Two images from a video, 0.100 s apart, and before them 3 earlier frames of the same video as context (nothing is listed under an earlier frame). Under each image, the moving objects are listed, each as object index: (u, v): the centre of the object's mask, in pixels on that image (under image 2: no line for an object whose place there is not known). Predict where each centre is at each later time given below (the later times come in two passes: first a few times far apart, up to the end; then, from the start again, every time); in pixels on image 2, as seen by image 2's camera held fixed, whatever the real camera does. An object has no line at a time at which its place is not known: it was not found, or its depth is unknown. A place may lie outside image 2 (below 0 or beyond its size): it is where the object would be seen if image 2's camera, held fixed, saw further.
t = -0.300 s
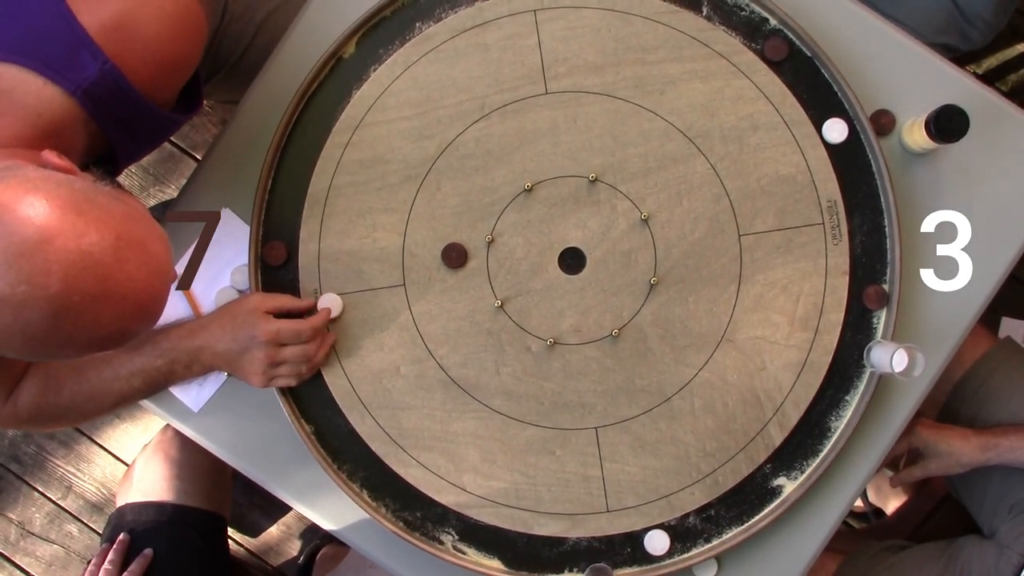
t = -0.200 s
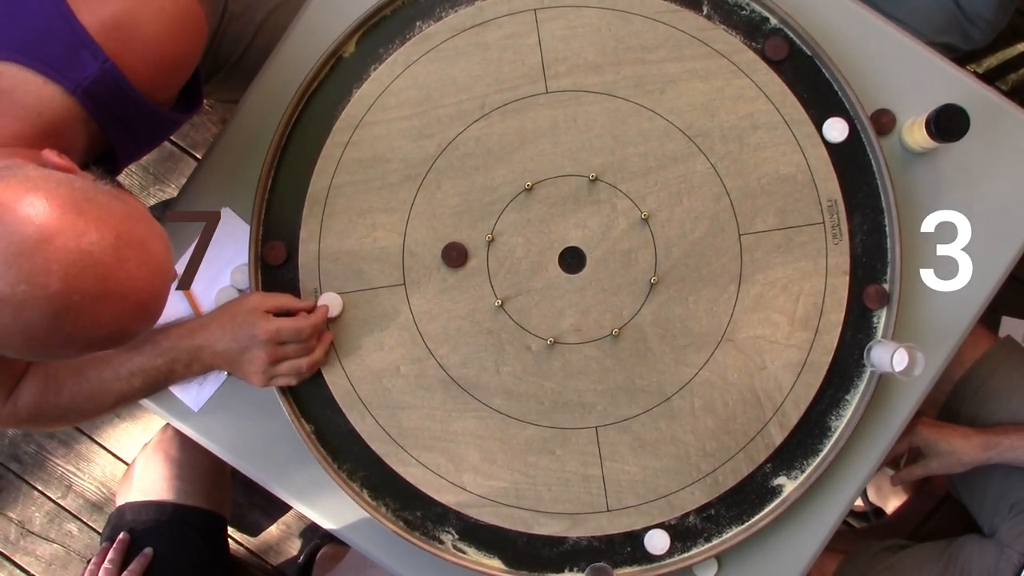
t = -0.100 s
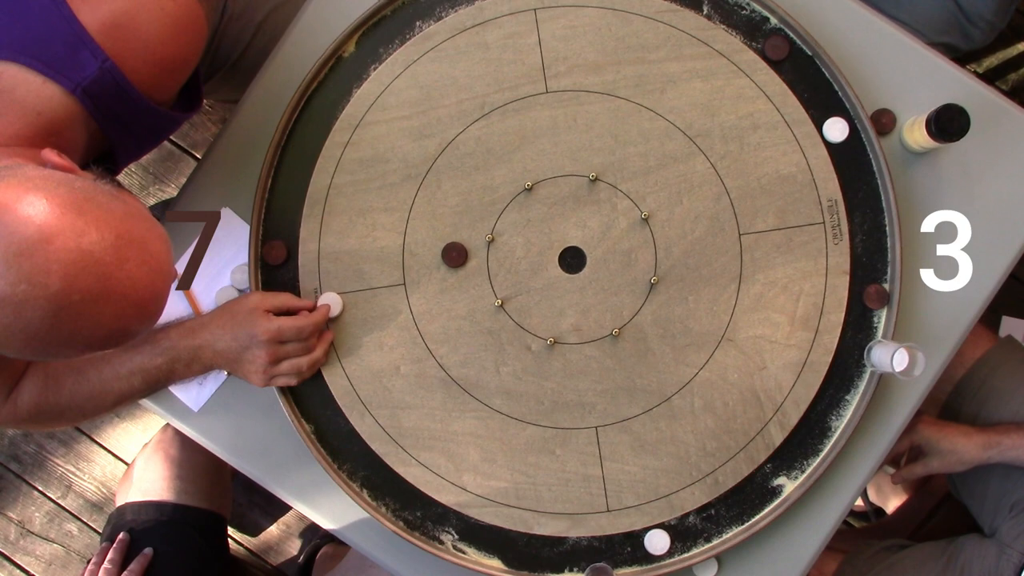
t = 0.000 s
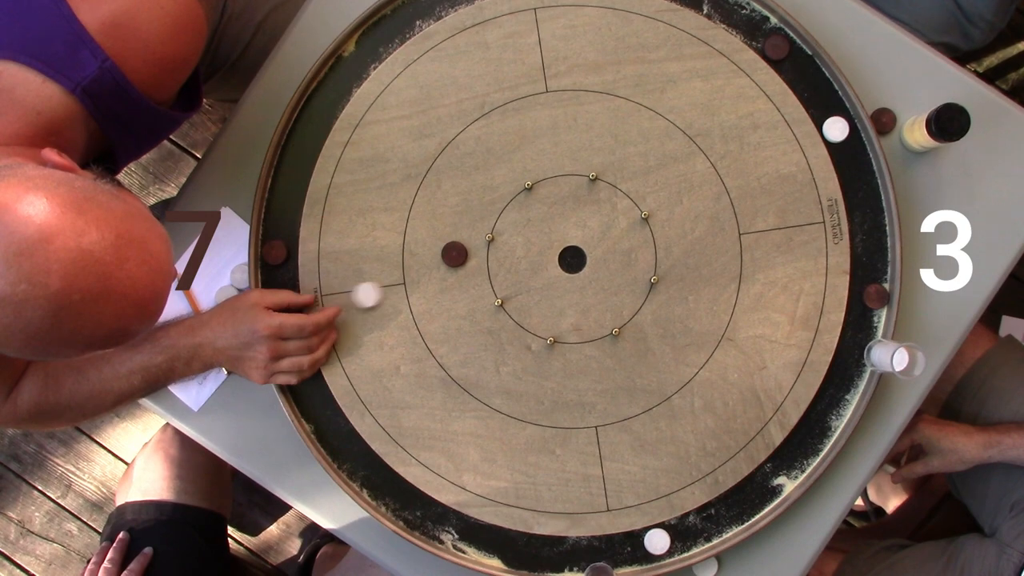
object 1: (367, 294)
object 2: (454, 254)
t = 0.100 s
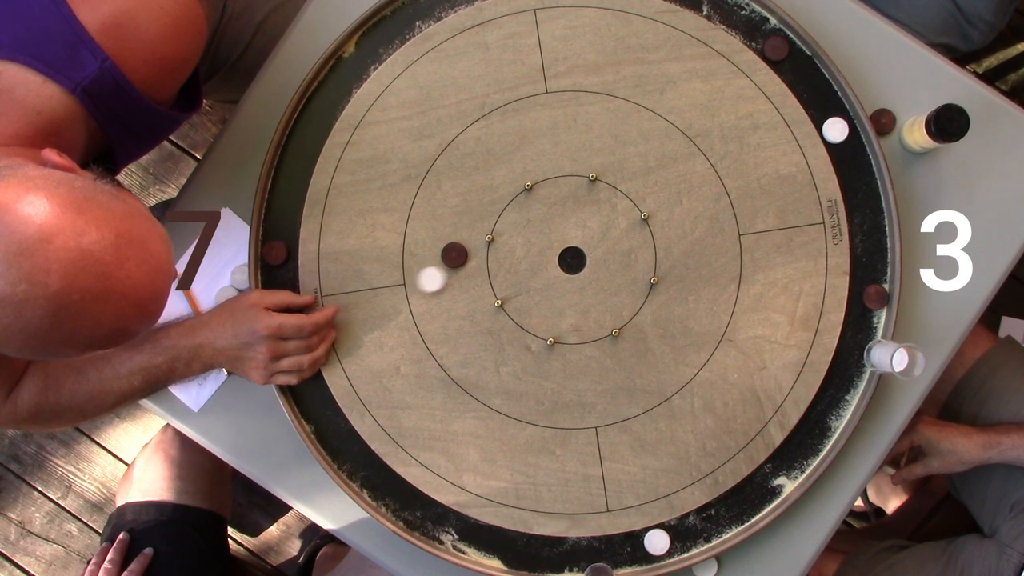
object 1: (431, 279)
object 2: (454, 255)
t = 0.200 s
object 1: (464, 292)
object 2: (475, 229)
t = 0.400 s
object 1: (462, 310)
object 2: (489, 188)
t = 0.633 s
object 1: (457, 313)
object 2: (496, 171)
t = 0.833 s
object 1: (457, 312)
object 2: (495, 169)
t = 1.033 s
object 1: (457, 313)
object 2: (495, 168)
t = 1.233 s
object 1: (457, 313)
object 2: (495, 168)
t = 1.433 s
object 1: (457, 313)
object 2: (495, 168)
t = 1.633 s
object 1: (457, 313)
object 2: (495, 168)
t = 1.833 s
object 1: (457, 313)
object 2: (495, 168)
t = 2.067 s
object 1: (457, 313)
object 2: (496, 168)
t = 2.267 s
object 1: (457, 313)
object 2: (496, 168)
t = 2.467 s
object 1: (457, 313)
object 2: (495, 168)
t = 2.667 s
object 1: (457, 313)
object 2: (496, 169)
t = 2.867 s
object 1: (457, 313)
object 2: (495, 169)
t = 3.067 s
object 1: (457, 313)
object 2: (496, 168)
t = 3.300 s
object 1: (457, 313)
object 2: (496, 169)
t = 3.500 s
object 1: (457, 313)
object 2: (496, 168)
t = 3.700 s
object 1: (457, 313)
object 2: (496, 168)
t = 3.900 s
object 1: (457, 313)
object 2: (495, 169)
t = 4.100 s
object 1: (457, 313)
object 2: (496, 169)
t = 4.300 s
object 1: (457, 313)
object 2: (496, 169)
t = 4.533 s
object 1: (457, 313)
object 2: (496, 168)
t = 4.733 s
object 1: (457, 313)
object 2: (496, 168)
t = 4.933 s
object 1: (457, 313)
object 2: (496, 168)
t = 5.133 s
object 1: (457, 313)
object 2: (496, 169)
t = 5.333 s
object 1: (457, 313)
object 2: (496, 168)
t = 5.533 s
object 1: (457, 313)
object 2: (496, 168)
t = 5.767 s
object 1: (457, 313)
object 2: (496, 168)
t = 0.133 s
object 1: (445, 280)
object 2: (460, 248)
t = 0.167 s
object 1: (455, 286)
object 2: (468, 238)
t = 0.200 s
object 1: (464, 292)
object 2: (475, 229)
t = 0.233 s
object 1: (473, 296)
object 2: (478, 219)
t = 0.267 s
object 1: (480, 300)
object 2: (481, 211)
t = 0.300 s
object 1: (475, 304)
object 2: (484, 204)
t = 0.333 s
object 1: (470, 306)
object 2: (486, 197)
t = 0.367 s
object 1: (465, 309)
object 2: (488, 192)
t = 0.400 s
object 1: (462, 310)
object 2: (489, 188)
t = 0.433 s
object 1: (460, 312)
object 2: (491, 184)
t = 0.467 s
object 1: (458, 312)
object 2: (492, 181)
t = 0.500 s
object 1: (457, 312)
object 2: (493, 178)
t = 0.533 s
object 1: (457, 313)
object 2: (494, 175)
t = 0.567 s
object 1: (457, 312)
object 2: (495, 173)
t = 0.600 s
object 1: (457, 313)
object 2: (495, 172)
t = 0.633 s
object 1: (457, 313)
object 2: (496, 171)
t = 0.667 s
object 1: (457, 313)
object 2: (496, 170)
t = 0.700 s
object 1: (457, 313)
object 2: (496, 169)
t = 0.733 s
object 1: (457, 313)
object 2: (496, 169)
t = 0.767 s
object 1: (457, 313)
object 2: (496, 169)
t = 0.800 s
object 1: (457, 313)
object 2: (495, 169)
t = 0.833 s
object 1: (457, 312)
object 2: (495, 169)
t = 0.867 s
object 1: (457, 313)
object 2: (495, 169)
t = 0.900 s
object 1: (457, 313)
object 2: (495, 169)
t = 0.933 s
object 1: (457, 313)
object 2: (495, 168)
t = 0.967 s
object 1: (457, 313)
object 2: (495, 168)
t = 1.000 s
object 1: (457, 313)
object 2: (495, 168)
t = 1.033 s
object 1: (457, 313)
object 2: (495, 168)
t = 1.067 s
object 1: (457, 313)
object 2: (495, 168)
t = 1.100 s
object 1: (457, 313)
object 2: (495, 168)
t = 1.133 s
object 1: (457, 313)
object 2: (495, 169)
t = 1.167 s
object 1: (457, 313)
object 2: (495, 169)
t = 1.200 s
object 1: (457, 313)
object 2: (495, 168)
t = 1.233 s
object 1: (457, 313)
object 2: (495, 168)
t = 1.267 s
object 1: (457, 313)
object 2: (495, 168)
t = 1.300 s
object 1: (457, 313)
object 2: (495, 168)
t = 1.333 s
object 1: (457, 313)
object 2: (495, 168)
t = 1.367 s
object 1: (457, 313)
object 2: (495, 168)
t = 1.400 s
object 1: (457, 313)
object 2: (495, 168)
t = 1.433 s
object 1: (457, 313)
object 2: (495, 168)
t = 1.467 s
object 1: (457, 313)
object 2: (495, 168)
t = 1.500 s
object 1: (457, 313)
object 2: (495, 168)
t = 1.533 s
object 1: (457, 313)
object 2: (495, 168)
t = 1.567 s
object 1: (457, 313)
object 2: (495, 168)
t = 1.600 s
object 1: (457, 313)
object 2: (495, 168)
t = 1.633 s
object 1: (457, 313)
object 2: (495, 168)
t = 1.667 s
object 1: (457, 313)
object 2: (495, 168)
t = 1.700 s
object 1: (457, 313)
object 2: (495, 168)
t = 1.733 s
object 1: (457, 313)
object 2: (495, 168)
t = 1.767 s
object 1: (457, 313)
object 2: (495, 168)
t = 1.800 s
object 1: (457, 313)
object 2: (495, 169)
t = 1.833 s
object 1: (457, 313)
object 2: (495, 168)
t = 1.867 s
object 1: (457, 313)
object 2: (496, 168)
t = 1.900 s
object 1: (457, 313)
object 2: (496, 168)
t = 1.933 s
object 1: (457, 313)
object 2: (496, 168)
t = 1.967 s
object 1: (457, 313)
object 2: (496, 168)
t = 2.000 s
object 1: (457, 312)
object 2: (496, 168)
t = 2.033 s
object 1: (457, 313)
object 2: (496, 168)
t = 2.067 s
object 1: (457, 313)
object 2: (496, 168)
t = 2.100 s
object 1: (457, 313)
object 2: (495, 168)
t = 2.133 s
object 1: (457, 313)
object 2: (496, 169)
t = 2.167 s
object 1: (457, 313)
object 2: (495, 169)
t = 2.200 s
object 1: (457, 313)
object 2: (495, 168)
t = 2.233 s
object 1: (457, 313)
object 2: (495, 169)
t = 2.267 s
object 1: (457, 313)
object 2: (496, 168)
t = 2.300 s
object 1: (457, 313)
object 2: (495, 169)
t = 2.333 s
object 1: (457, 313)
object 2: (495, 168)
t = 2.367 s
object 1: (457, 312)
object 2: (496, 168)
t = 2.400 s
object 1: (457, 313)
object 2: (495, 169)
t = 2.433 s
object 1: (457, 313)
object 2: (495, 168)
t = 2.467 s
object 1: (457, 313)
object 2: (495, 168)
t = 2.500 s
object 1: (457, 313)
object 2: (495, 168)
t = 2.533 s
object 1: (457, 313)
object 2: (496, 169)
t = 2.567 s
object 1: (457, 313)
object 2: (495, 169)
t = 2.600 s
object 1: (457, 312)
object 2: (495, 168)
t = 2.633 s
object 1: (457, 313)
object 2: (496, 169)
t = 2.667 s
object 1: (457, 313)
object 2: (496, 169)
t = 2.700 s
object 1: (457, 313)
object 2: (496, 168)
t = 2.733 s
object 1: (457, 313)
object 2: (496, 168)
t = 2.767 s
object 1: (457, 313)
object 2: (496, 168)
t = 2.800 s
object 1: (457, 313)
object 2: (495, 168)
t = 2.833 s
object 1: (457, 313)
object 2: (495, 168)
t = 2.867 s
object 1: (457, 313)
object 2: (495, 169)
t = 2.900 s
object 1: (457, 313)
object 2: (495, 169)
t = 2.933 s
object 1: (457, 313)
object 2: (496, 169)
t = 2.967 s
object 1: (457, 313)
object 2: (495, 169)
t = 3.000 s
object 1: (457, 313)
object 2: (495, 169)
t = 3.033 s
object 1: (457, 313)
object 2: (496, 168)
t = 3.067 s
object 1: (457, 313)
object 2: (496, 168)
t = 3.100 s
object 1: (457, 313)
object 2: (496, 168)
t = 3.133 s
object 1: (457, 313)
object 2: (496, 169)
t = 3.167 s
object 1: (457, 313)
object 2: (496, 169)
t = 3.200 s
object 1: (457, 313)
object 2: (496, 169)
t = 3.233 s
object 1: (457, 313)
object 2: (496, 169)
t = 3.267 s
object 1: (457, 313)
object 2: (496, 169)
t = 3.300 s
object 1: (457, 313)
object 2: (496, 169)
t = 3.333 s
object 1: (457, 313)
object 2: (496, 168)
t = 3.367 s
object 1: (457, 313)
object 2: (496, 169)
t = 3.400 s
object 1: (457, 313)
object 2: (495, 169)
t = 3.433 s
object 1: (457, 313)
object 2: (495, 168)
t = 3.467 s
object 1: (457, 313)
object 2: (495, 169)
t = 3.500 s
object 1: (457, 313)
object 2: (496, 168)
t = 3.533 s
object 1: (457, 313)
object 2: (495, 168)
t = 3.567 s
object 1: (457, 313)
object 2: (496, 169)
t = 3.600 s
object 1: (457, 313)
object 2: (495, 169)
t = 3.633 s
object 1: (457, 313)
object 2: (496, 169)
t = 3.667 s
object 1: (457, 313)
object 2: (496, 169)
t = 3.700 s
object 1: (457, 313)
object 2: (496, 168)
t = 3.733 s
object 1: (457, 313)
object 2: (496, 169)
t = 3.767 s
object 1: (457, 313)
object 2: (496, 169)
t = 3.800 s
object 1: (457, 313)
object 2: (495, 169)
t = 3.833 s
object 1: (457, 313)
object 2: (495, 169)
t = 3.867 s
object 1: (457, 312)
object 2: (495, 168)
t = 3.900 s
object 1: (457, 313)
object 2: (495, 169)
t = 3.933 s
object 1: (457, 313)
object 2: (495, 169)
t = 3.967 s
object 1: (457, 313)
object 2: (495, 168)
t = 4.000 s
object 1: (457, 313)
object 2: (495, 168)
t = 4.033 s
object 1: (457, 313)
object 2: (496, 169)
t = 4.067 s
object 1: (457, 312)
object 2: (496, 169)
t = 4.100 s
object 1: (457, 313)
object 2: (496, 169)
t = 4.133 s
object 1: (457, 313)
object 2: (496, 169)
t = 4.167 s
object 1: (457, 312)
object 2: (495, 169)
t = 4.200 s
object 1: (457, 312)
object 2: (496, 169)
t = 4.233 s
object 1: (457, 312)
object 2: (496, 169)
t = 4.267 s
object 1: (457, 313)
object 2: (496, 169)
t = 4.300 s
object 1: (457, 313)
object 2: (496, 169)
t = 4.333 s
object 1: (457, 313)
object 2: (496, 169)
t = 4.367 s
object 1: (457, 313)
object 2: (495, 169)
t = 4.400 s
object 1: (457, 313)
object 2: (496, 168)
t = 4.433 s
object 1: (457, 313)
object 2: (496, 168)
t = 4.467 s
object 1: (457, 313)
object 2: (496, 168)
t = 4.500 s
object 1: (457, 313)
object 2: (496, 168)
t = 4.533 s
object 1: (457, 313)
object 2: (496, 168)
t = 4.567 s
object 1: (457, 313)
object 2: (496, 169)
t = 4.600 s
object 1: (457, 313)
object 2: (496, 169)
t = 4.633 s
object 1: (457, 313)
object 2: (496, 169)
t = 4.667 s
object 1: (457, 313)
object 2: (496, 169)
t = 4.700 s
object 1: (457, 313)
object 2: (495, 169)
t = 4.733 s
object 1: (457, 313)
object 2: (496, 168)
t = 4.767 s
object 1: (457, 313)
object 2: (496, 168)
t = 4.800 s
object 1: (457, 313)
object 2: (496, 168)
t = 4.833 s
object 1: (457, 313)
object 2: (496, 168)
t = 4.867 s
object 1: (457, 312)
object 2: (496, 168)
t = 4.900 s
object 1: (457, 312)
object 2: (496, 168)
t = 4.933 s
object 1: (457, 313)
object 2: (496, 168)
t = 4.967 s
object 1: (457, 312)
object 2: (495, 168)
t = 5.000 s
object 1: (457, 313)
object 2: (495, 168)
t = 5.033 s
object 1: (457, 313)
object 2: (496, 168)
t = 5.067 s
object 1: (457, 313)
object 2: (496, 168)
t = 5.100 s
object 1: (457, 313)
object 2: (495, 169)
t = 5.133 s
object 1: (457, 313)
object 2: (496, 169)
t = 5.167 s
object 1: (457, 313)
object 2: (496, 169)
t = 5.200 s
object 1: (457, 313)
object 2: (496, 169)
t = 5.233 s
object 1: (457, 313)
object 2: (496, 169)
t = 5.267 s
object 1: (457, 313)
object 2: (496, 168)
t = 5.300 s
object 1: (457, 313)
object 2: (496, 168)
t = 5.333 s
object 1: (457, 313)
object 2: (496, 168)
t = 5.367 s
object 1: (457, 313)
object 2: (496, 168)
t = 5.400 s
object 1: (457, 313)
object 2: (496, 168)
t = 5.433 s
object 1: (457, 313)
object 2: (496, 168)
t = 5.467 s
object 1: (457, 313)
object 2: (496, 168)
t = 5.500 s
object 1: (457, 313)
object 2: (496, 168)
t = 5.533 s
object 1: (457, 313)
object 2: (496, 168)
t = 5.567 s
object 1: (457, 313)
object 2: (495, 168)
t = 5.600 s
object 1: (457, 313)
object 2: (496, 168)
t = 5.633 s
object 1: (457, 313)
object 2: (496, 168)
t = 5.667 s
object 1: (457, 313)
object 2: (496, 168)
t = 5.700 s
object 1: (457, 313)
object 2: (496, 168)
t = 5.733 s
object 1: (457, 313)
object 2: (496, 168)
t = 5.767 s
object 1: (457, 313)
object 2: (496, 168)
